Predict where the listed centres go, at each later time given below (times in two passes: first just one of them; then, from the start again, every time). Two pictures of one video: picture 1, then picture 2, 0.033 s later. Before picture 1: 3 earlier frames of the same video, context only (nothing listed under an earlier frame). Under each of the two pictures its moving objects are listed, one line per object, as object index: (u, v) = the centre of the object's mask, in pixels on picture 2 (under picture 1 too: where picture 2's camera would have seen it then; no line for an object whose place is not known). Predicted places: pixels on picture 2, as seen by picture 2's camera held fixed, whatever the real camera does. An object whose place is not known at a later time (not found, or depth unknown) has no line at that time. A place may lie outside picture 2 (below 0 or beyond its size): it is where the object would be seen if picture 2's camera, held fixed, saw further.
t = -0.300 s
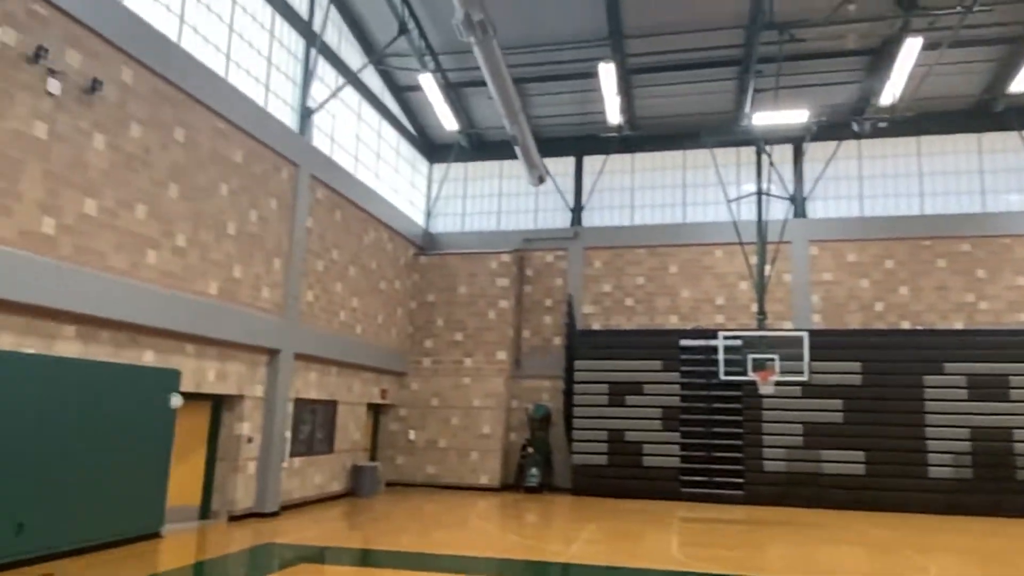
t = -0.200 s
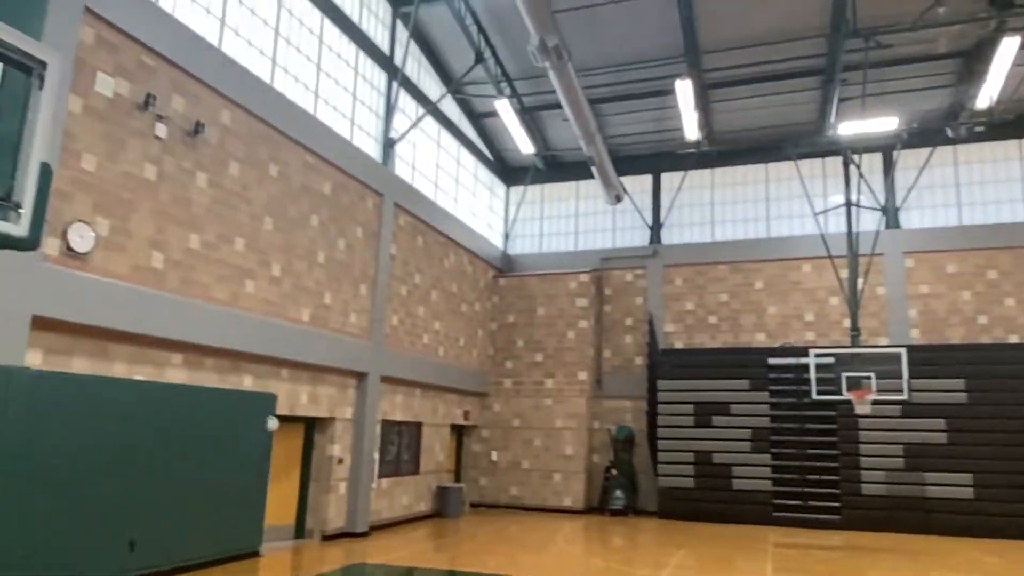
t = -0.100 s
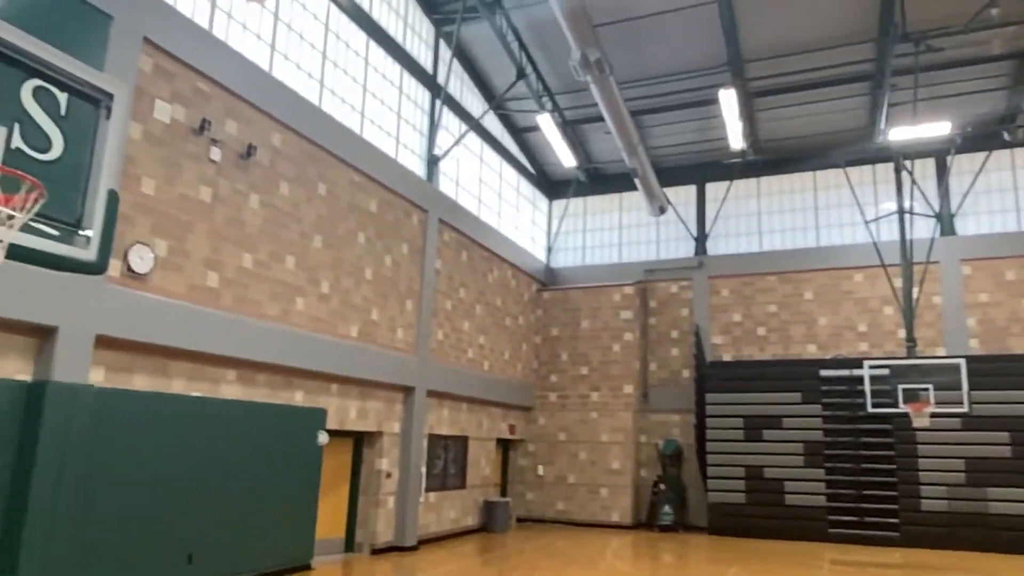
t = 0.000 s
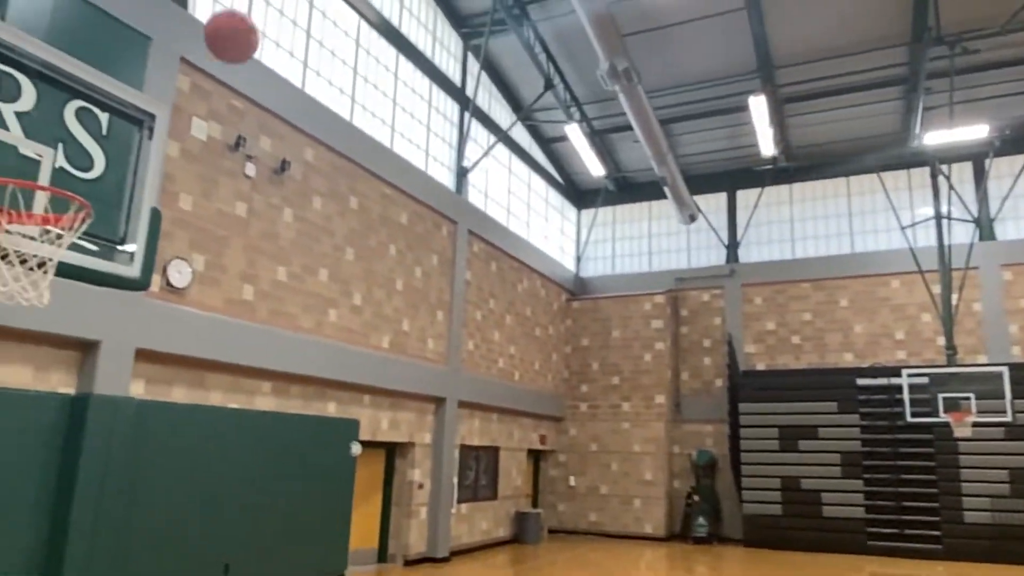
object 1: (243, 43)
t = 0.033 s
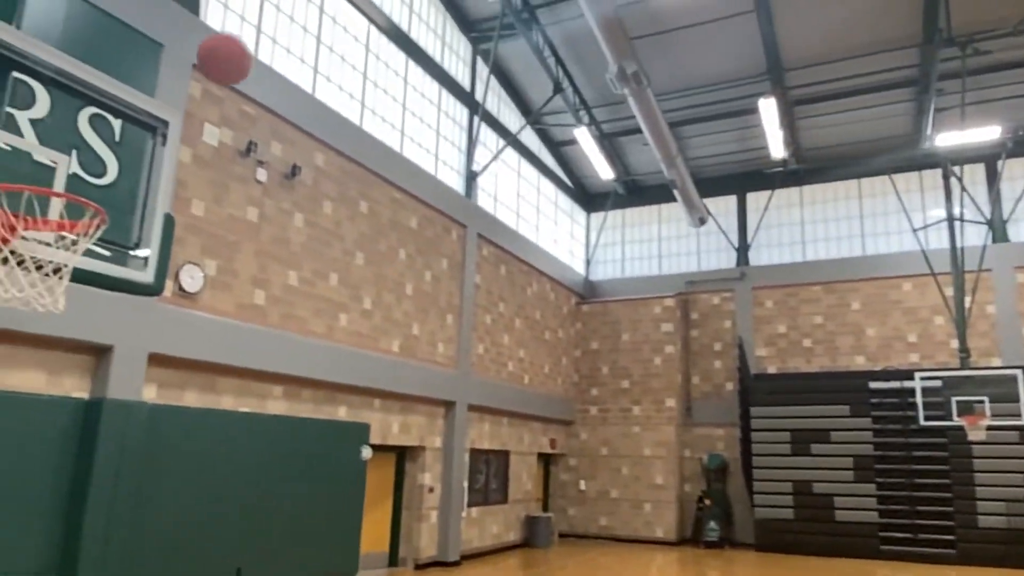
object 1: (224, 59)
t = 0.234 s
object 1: (107, 163)
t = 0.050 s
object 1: (214, 68)
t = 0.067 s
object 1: (205, 75)
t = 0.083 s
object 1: (195, 83)
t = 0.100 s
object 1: (186, 91)
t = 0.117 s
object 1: (176, 100)
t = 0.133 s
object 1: (165, 109)
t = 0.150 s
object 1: (156, 118)
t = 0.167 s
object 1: (146, 126)
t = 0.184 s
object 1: (137, 134)
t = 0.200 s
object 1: (128, 144)
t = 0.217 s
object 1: (117, 153)
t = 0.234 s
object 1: (107, 163)
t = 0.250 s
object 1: (97, 173)
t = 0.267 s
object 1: (89, 180)
